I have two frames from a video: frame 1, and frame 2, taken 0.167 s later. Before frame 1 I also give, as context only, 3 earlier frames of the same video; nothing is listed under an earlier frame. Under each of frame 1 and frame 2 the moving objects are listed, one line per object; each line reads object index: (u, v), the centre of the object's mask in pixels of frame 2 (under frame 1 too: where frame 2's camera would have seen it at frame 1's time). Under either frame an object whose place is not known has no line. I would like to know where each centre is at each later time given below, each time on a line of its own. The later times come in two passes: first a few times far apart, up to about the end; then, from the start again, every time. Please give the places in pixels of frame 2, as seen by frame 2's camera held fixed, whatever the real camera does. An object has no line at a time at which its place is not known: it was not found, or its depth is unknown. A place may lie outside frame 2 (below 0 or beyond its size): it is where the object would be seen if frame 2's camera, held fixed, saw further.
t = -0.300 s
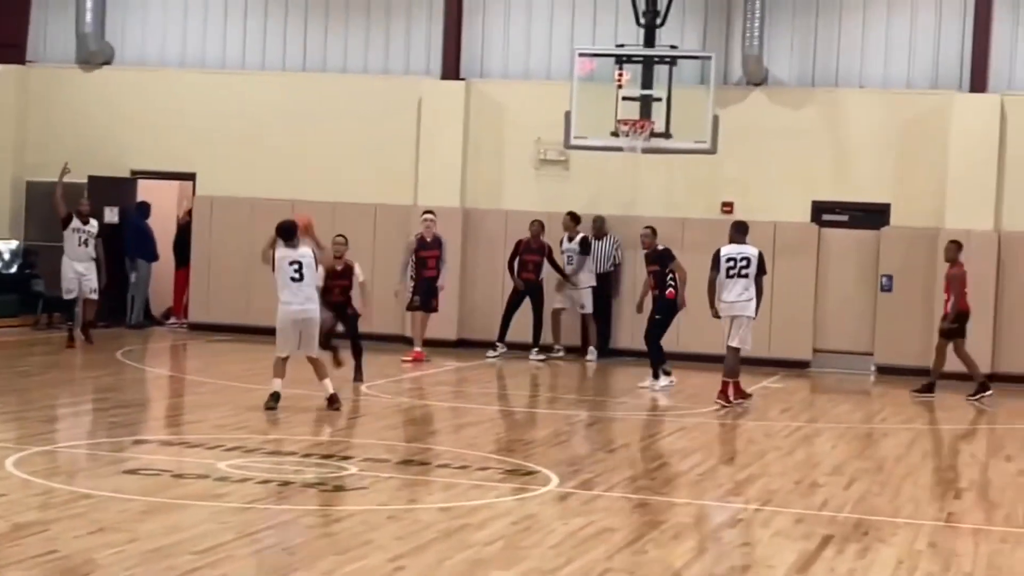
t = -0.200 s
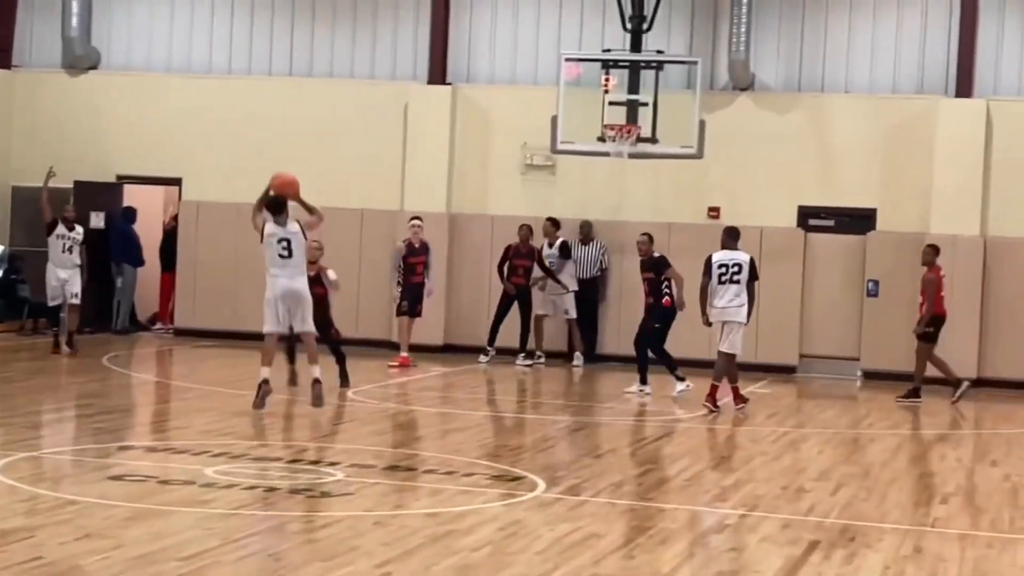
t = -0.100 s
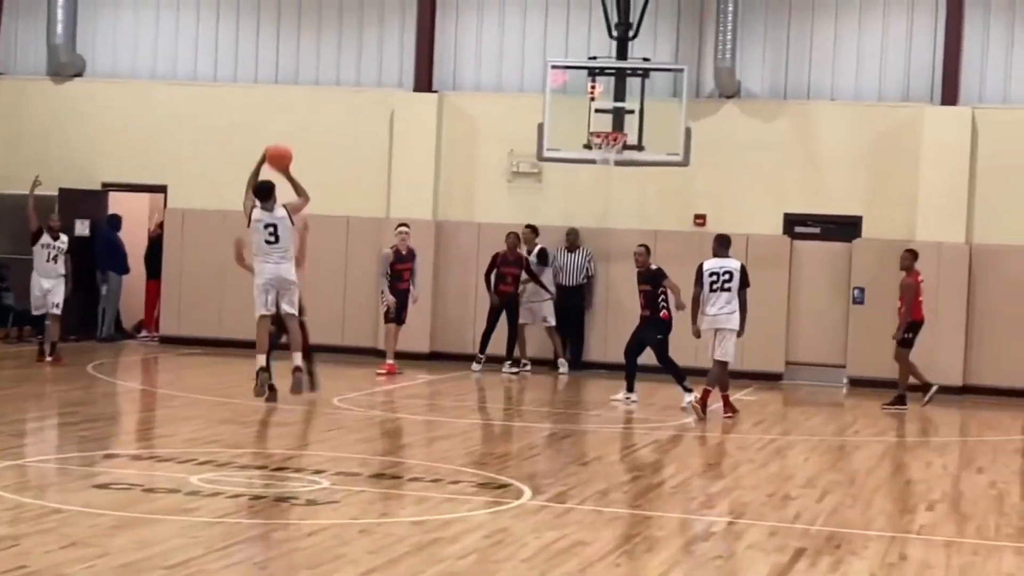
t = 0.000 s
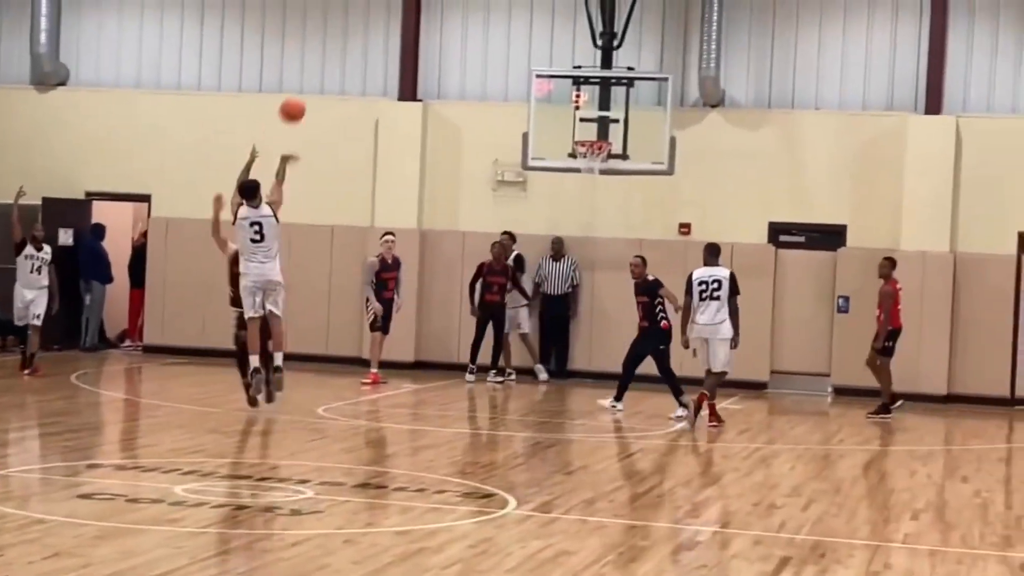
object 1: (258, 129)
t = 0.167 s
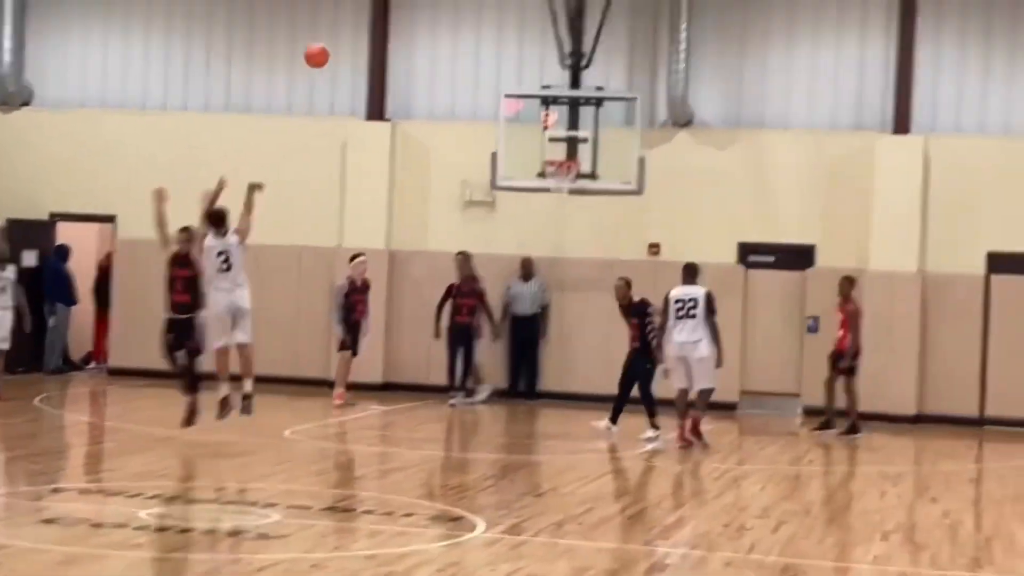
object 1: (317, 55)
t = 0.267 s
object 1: (348, 27)
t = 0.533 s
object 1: (420, 2)
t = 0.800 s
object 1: (480, 41)
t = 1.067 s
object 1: (529, 131)
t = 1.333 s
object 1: (448, 168)
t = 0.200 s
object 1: (327, 45)
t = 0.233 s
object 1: (338, 36)
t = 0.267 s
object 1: (348, 27)
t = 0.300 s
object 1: (358, 21)
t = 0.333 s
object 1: (367, 15)
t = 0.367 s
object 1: (377, 11)
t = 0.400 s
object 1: (386, 7)
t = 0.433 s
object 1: (395, 4)
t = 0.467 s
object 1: (403, 2)
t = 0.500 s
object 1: (412, 2)
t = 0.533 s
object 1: (420, 2)
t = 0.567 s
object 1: (428, 4)
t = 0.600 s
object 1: (436, 6)
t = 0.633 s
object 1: (444, 9)
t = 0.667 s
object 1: (451, 14)
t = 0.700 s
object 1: (458, 20)
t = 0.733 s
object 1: (466, 26)
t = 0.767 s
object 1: (473, 33)
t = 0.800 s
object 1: (480, 41)
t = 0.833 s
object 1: (487, 50)
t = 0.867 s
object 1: (494, 59)
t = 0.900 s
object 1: (500, 69)
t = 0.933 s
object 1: (506, 80)
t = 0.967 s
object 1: (512, 92)
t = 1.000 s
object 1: (517, 104)
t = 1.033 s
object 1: (524, 117)
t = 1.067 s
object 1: (529, 131)
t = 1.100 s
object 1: (533, 145)
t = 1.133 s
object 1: (537, 158)
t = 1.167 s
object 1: (523, 157)
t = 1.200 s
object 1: (508, 158)
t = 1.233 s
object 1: (493, 159)
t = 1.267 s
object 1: (478, 161)
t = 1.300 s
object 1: (463, 164)
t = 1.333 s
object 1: (448, 168)
